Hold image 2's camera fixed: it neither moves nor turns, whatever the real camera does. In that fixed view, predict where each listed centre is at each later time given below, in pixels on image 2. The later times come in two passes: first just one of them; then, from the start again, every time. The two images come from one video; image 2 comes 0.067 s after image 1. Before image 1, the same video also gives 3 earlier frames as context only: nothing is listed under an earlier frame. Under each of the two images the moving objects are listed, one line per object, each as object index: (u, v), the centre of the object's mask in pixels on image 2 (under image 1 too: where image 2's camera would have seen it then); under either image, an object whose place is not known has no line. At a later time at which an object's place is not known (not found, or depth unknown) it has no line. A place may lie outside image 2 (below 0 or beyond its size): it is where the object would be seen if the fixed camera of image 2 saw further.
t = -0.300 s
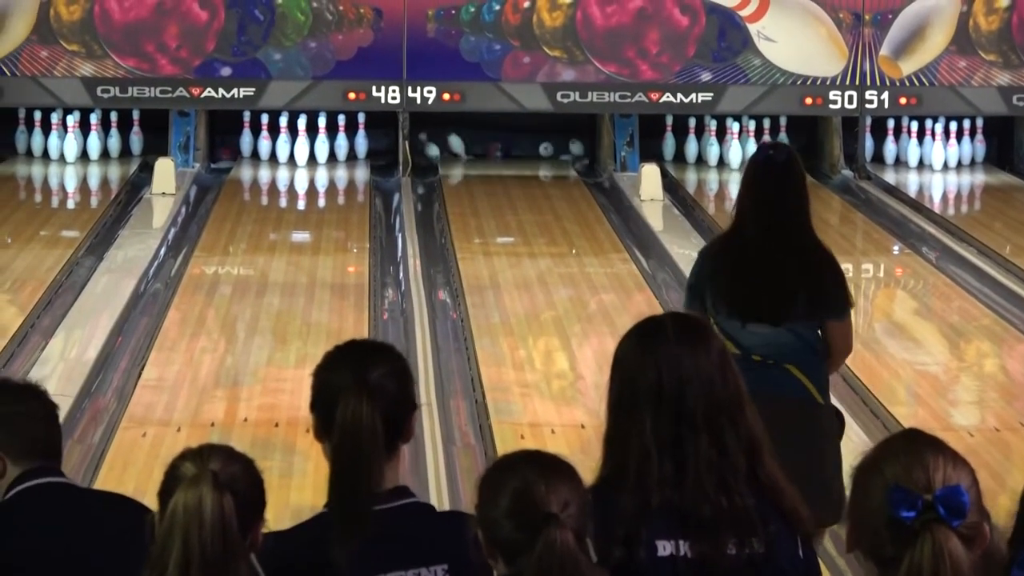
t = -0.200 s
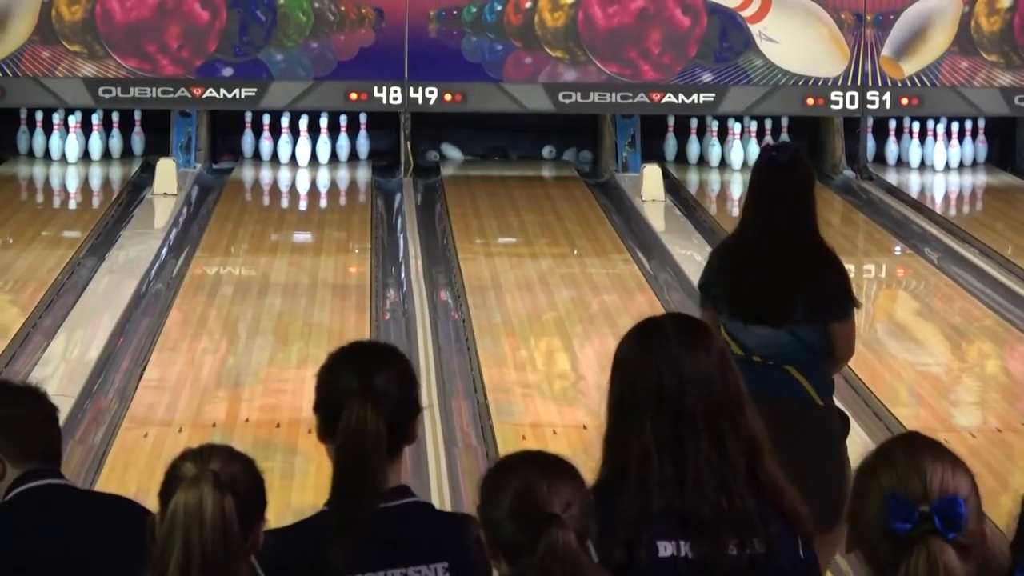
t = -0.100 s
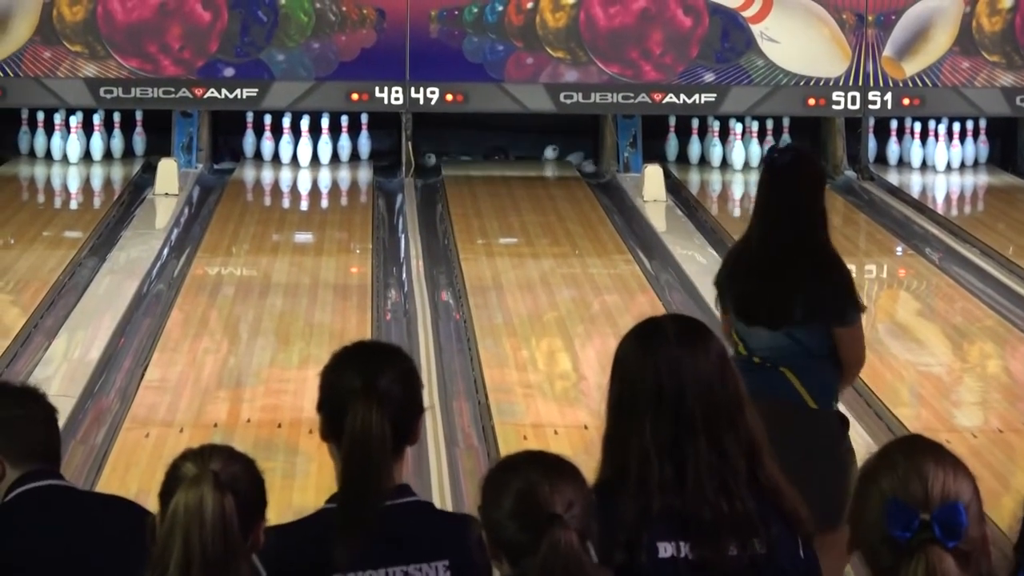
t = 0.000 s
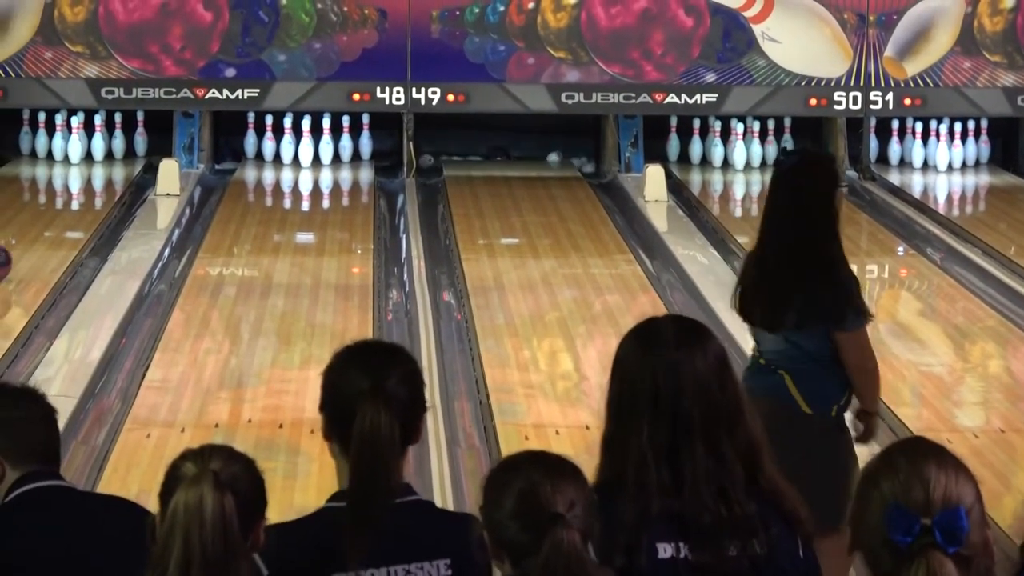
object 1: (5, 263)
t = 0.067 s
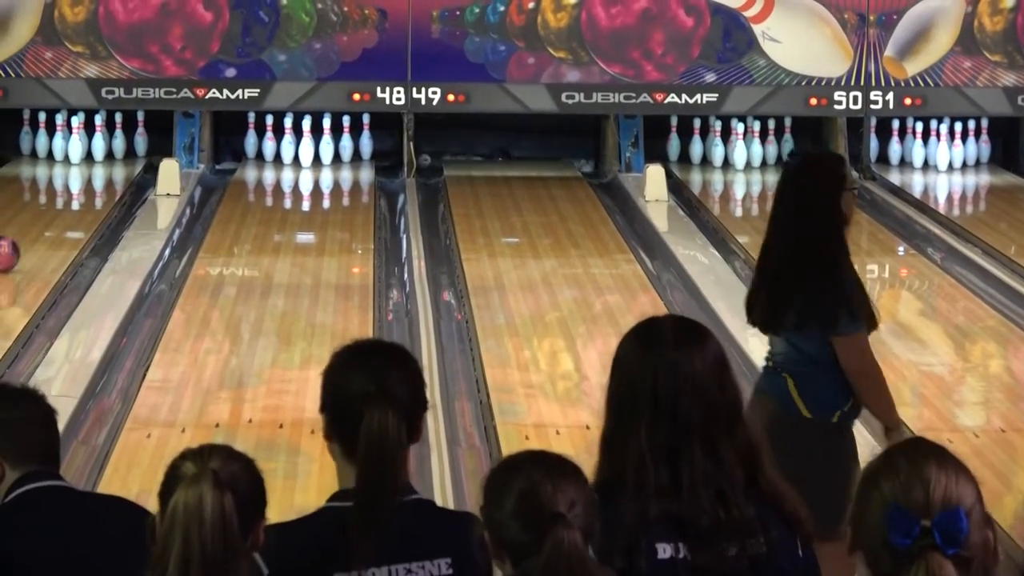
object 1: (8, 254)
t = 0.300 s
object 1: (26, 225)
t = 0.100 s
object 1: (10, 249)
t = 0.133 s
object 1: (12, 246)
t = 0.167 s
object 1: (14, 241)
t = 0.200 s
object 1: (16, 237)
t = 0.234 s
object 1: (19, 233)
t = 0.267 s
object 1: (22, 229)
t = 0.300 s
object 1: (26, 225)
